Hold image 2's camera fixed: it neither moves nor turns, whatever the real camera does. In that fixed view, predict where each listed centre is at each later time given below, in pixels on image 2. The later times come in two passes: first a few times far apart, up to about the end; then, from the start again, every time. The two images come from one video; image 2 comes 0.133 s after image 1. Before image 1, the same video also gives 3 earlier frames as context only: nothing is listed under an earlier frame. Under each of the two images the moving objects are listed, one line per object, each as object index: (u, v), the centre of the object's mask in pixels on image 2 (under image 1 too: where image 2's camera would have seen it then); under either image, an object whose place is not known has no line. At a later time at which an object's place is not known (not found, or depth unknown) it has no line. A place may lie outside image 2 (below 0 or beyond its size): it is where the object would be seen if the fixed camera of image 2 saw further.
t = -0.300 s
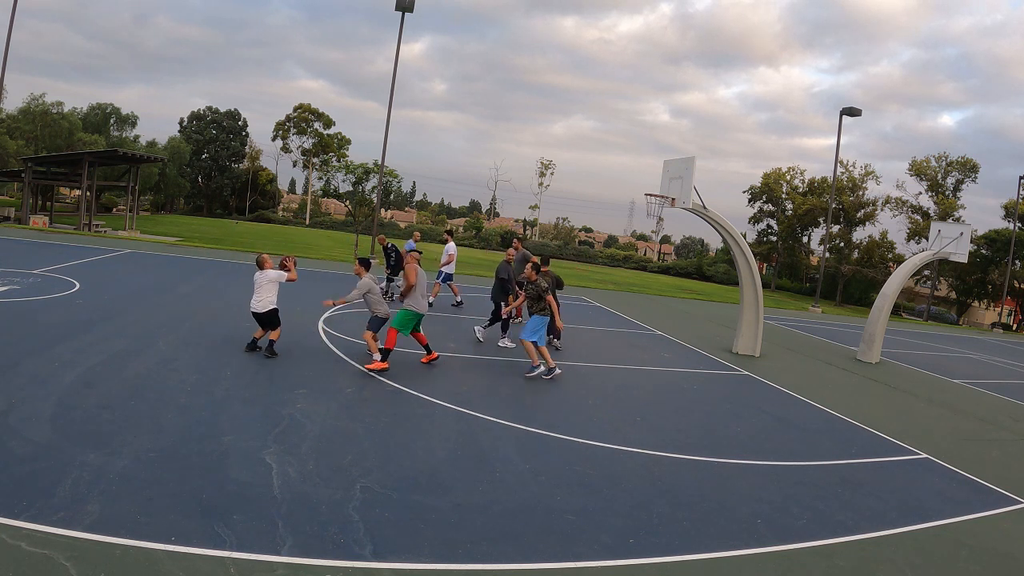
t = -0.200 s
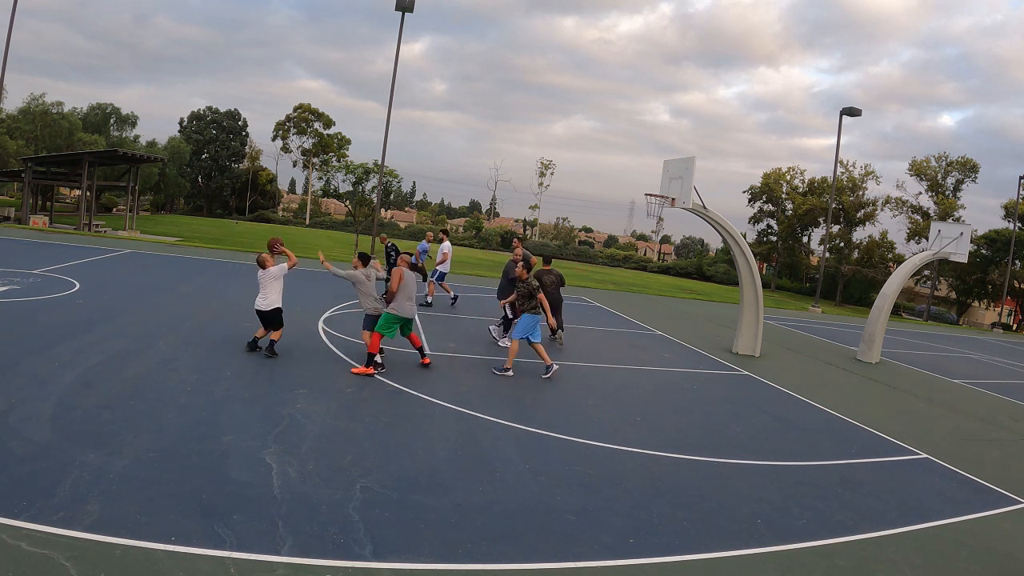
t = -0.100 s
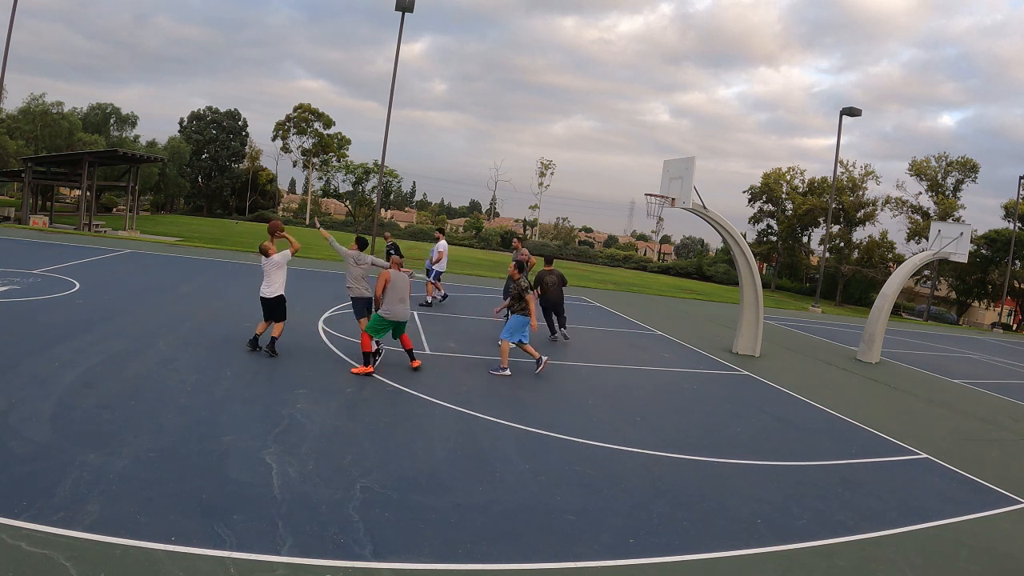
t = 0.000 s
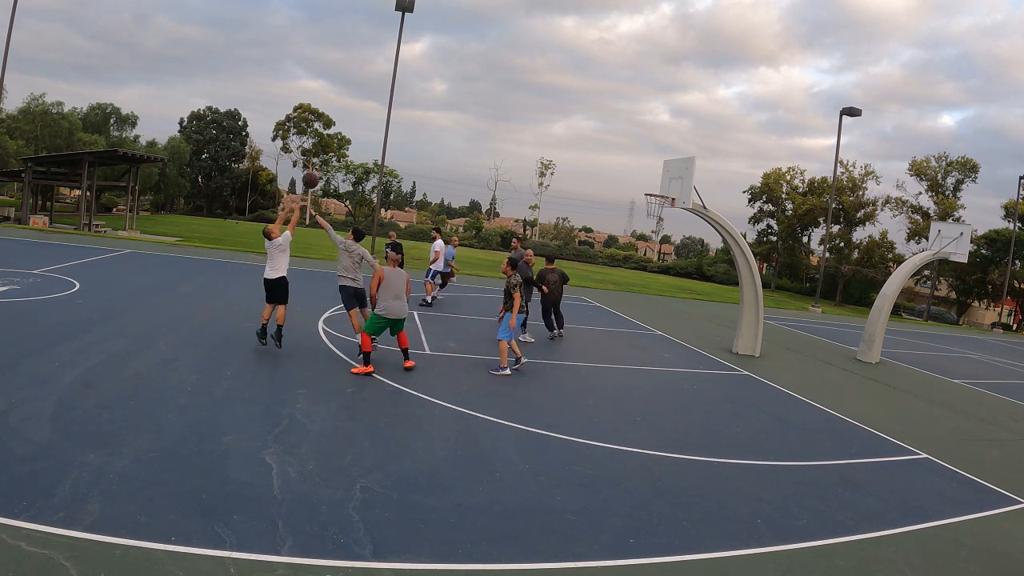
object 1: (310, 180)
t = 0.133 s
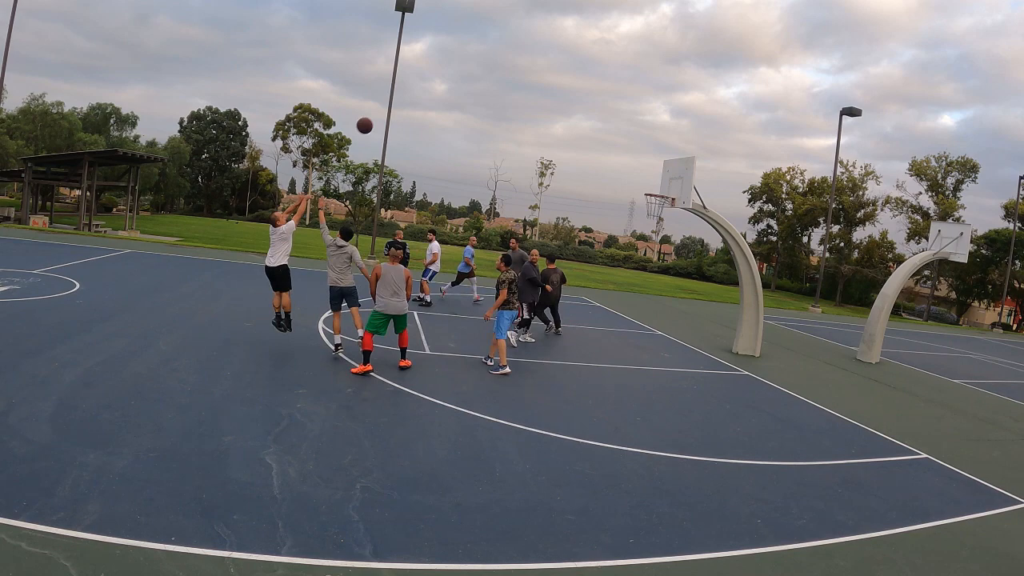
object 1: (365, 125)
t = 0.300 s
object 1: (427, 80)
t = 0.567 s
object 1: (510, 51)
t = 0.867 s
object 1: (583, 72)
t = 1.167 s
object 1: (637, 137)
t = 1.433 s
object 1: (680, 175)
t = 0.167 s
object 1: (378, 114)
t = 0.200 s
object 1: (390, 104)
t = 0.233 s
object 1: (403, 95)
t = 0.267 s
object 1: (415, 87)
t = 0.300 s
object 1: (427, 80)
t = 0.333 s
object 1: (438, 73)
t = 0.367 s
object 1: (449, 68)
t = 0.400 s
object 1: (460, 63)
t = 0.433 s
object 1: (471, 59)
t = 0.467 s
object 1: (481, 56)
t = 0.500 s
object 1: (491, 54)
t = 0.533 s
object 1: (501, 52)
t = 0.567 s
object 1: (510, 51)
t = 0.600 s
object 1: (519, 51)
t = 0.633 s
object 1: (528, 51)
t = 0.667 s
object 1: (536, 53)
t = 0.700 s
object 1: (545, 54)
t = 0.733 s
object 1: (553, 57)
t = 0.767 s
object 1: (561, 60)
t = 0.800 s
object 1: (568, 63)
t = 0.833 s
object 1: (575, 67)
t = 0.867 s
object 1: (583, 72)
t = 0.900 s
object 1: (590, 77)
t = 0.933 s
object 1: (596, 83)
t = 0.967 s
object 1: (603, 89)
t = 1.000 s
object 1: (609, 96)
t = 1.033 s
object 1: (615, 103)
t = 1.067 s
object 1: (621, 111)
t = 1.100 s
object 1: (626, 119)
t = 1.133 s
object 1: (632, 128)
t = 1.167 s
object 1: (637, 137)
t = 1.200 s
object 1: (642, 147)
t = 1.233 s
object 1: (647, 157)
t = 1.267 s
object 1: (652, 167)
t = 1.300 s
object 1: (656, 178)
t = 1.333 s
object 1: (660, 189)
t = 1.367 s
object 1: (666, 186)
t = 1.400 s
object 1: (673, 180)
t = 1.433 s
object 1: (680, 175)
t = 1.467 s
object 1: (686, 170)
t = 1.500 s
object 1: (693, 166)
